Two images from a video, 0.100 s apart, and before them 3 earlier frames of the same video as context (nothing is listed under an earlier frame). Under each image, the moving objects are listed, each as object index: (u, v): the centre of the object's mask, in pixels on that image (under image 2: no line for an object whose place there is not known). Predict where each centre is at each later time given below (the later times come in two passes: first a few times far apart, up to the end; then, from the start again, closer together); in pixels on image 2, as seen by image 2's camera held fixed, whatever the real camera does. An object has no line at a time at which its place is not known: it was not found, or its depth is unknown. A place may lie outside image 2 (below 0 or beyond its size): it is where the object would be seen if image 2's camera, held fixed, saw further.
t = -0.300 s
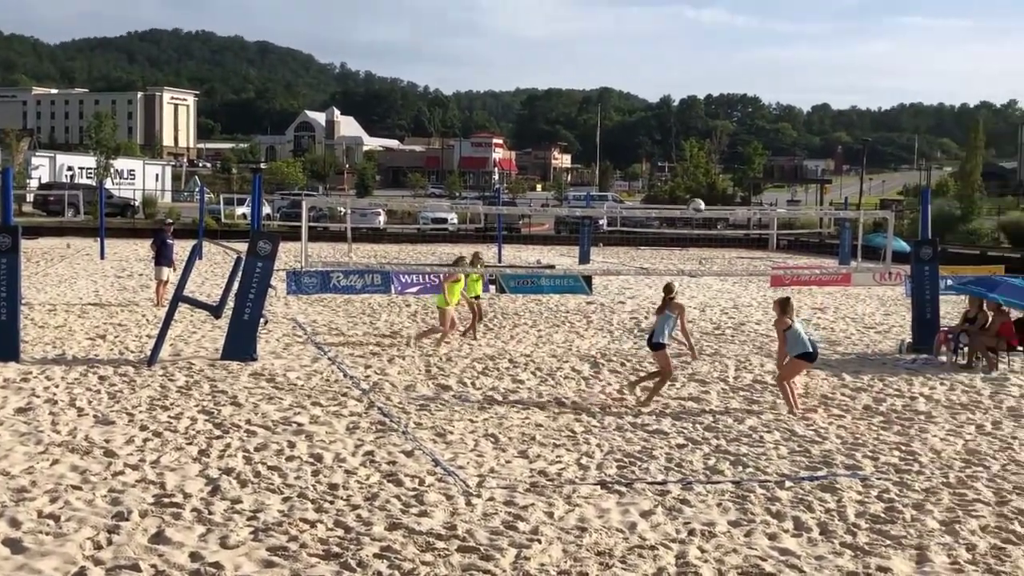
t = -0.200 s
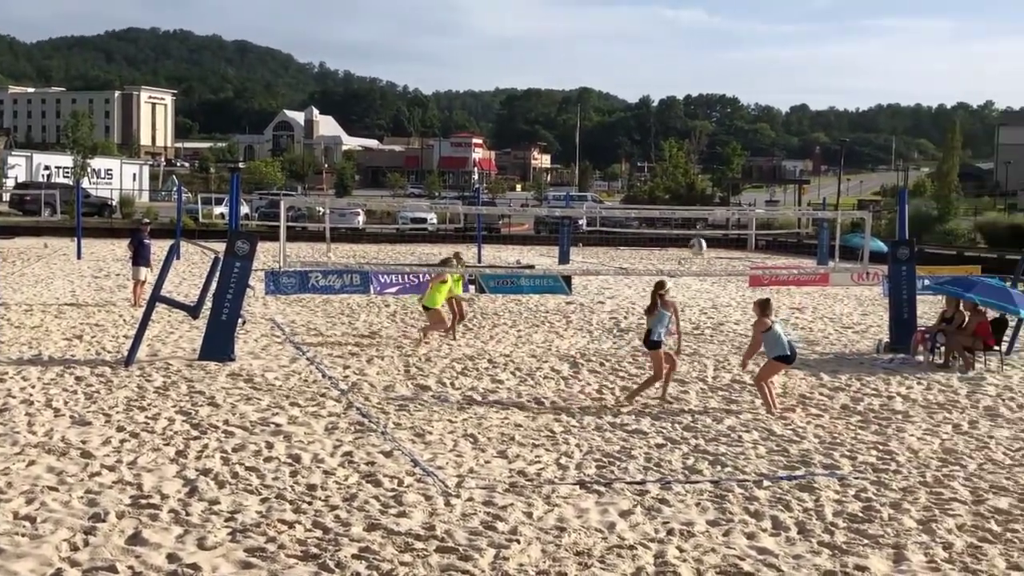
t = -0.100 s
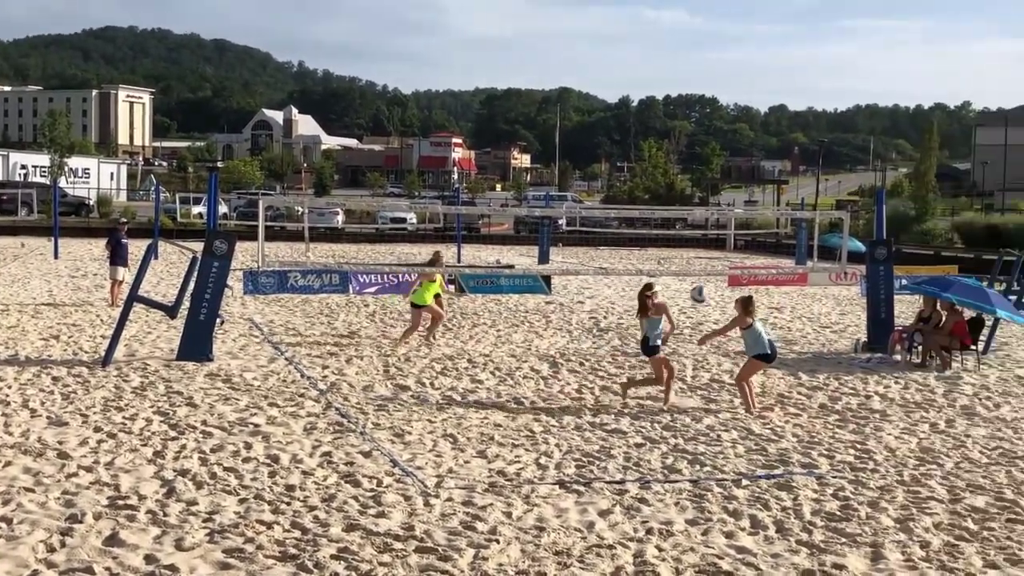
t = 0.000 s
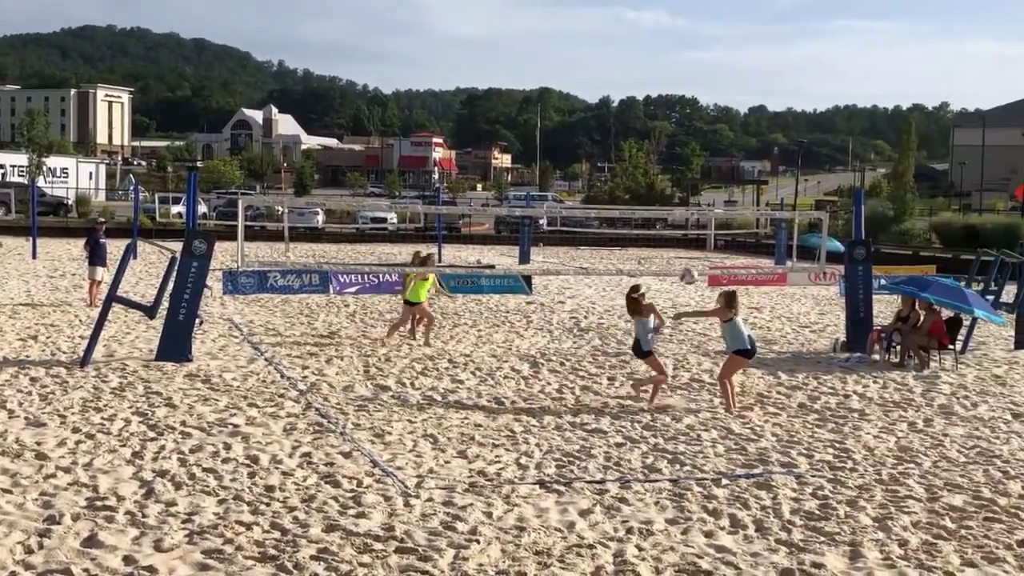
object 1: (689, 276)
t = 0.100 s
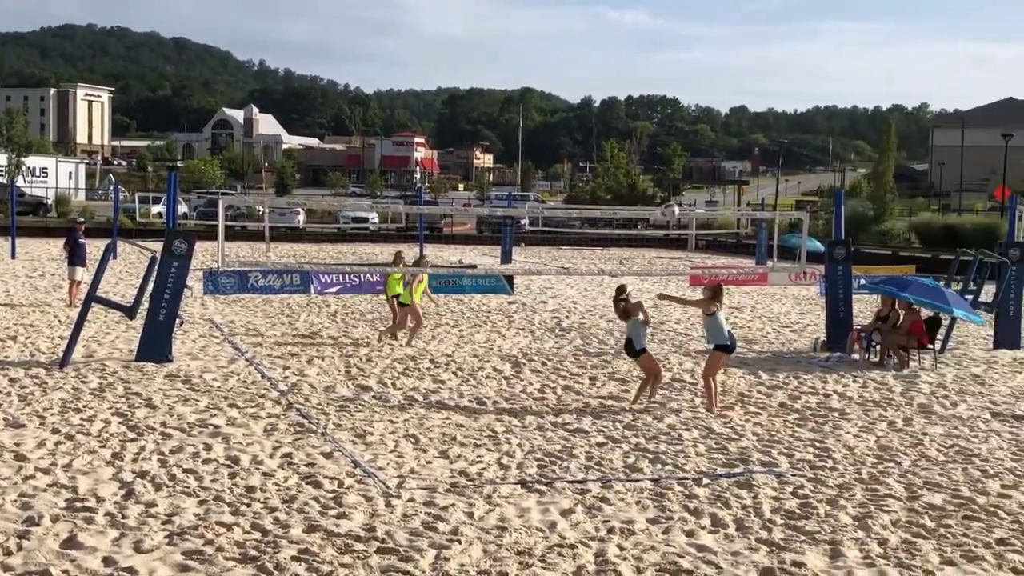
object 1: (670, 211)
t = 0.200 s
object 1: (669, 155)
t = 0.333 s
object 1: (667, 93)
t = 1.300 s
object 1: (647, 92)
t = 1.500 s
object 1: (641, 186)
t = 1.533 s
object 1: (641, 203)
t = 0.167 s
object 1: (670, 173)
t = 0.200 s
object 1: (669, 155)
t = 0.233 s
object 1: (668, 138)
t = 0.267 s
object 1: (668, 122)
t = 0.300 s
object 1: (668, 106)
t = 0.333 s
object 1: (667, 93)
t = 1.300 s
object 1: (647, 92)
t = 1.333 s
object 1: (647, 106)
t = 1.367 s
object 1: (646, 120)
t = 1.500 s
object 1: (641, 186)
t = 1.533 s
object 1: (641, 203)
